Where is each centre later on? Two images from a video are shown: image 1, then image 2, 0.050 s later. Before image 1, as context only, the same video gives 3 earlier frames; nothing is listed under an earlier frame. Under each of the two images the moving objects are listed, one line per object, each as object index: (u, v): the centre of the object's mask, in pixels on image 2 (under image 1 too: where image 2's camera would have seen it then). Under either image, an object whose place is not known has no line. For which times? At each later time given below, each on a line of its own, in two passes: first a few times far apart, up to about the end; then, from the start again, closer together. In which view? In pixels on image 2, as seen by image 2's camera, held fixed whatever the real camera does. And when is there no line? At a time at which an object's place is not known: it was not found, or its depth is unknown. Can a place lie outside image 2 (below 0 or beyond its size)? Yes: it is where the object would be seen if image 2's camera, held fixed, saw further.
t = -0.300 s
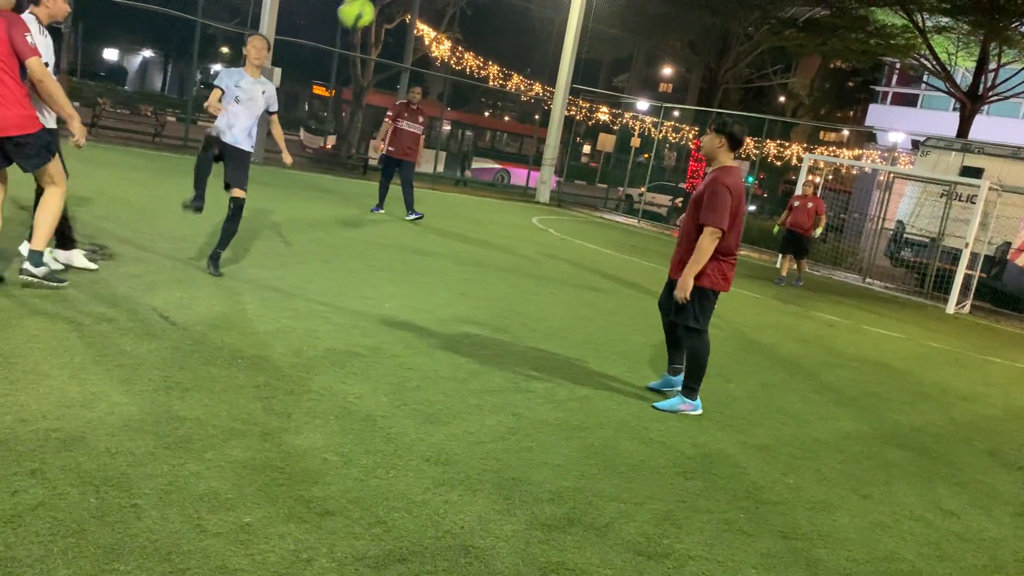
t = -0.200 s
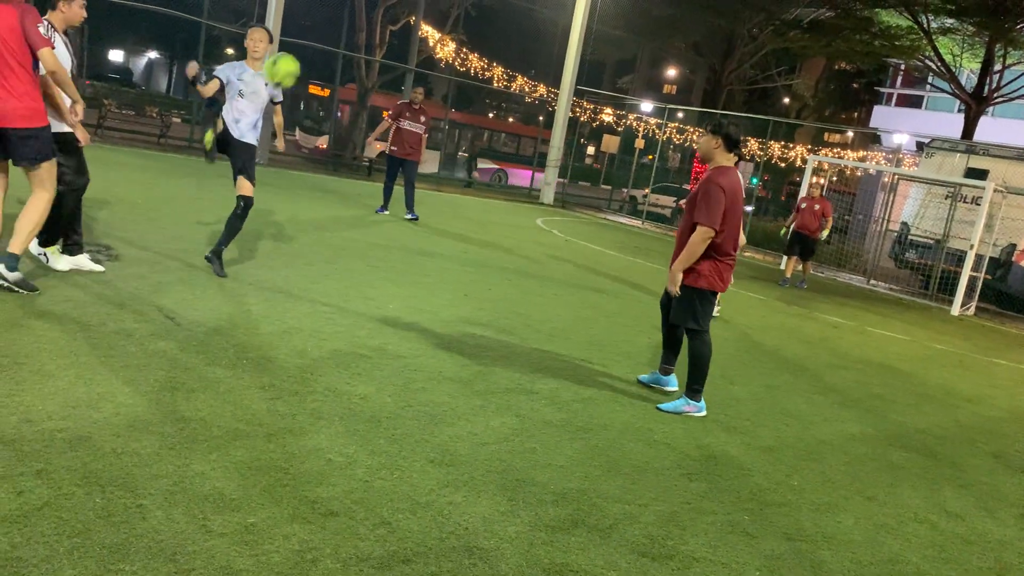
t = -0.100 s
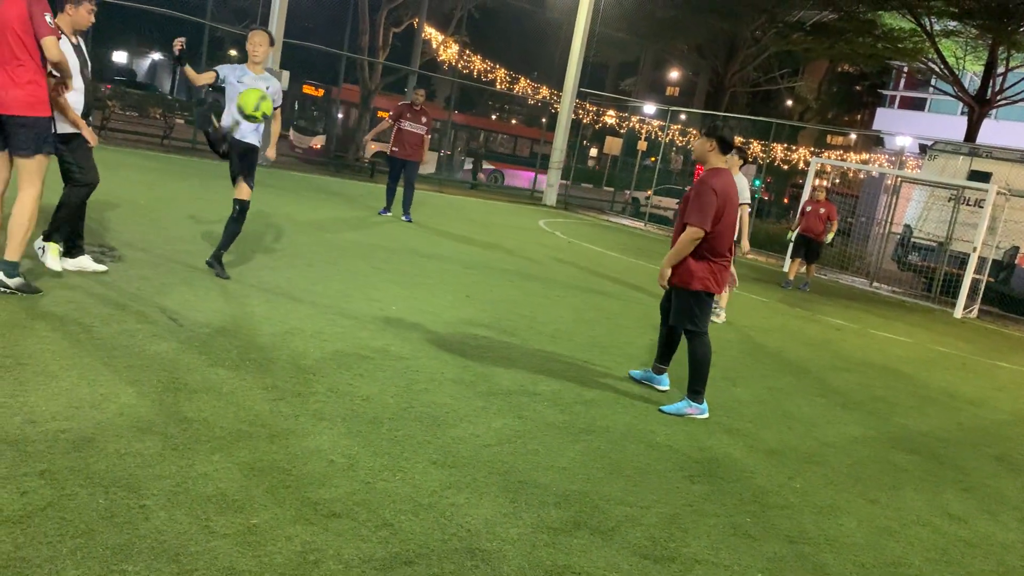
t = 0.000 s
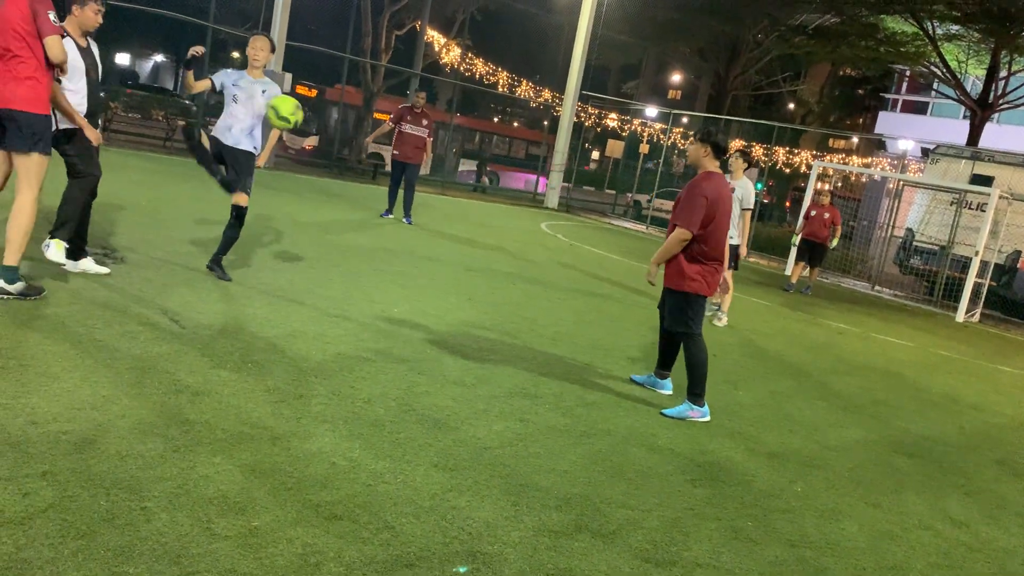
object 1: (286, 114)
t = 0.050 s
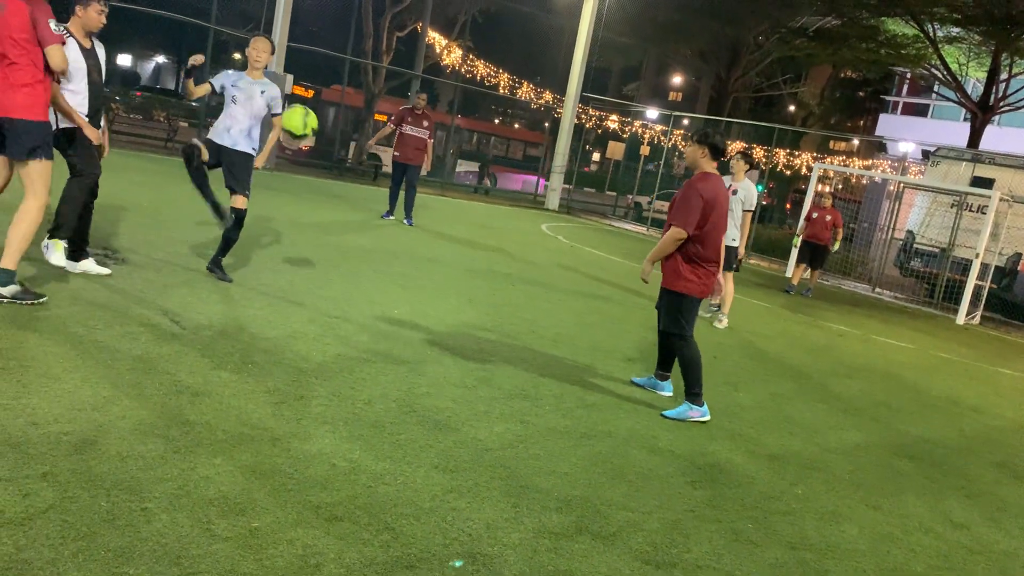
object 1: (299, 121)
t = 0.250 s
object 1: (345, 194)
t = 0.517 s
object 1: (407, 289)
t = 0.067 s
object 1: (303, 125)
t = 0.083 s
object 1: (307, 130)
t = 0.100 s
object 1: (311, 135)
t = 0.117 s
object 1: (316, 139)
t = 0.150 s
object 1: (323, 151)
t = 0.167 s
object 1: (327, 157)
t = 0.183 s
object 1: (331, 164)
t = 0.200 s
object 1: (334, 170)
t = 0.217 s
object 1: (338, 177)
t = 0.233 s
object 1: (342, 186)
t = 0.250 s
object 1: (345, 194)
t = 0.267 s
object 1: (349, 202)
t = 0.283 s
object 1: (353, 212)
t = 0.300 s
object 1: (356, 221)
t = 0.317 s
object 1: (359, 231)
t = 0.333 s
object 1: (362, 242)
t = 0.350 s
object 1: (365, 252)
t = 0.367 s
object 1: (368, 263)
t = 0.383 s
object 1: (371, 275)
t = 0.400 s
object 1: (374, 286)
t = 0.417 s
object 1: (375, 299)
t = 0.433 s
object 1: (378, 312)
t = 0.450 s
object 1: (382, 321)
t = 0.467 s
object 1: (388, 312)
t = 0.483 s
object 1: (395, 304)
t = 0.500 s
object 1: (401, 296)
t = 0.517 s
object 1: (407, 289)
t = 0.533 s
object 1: (413, 281)
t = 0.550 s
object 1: (420, 275)
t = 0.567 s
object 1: (425, 269)
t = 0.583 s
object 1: (431, 263)
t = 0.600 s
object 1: (437, 258)
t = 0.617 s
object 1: (443, 253)
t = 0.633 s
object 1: (448, 248)
